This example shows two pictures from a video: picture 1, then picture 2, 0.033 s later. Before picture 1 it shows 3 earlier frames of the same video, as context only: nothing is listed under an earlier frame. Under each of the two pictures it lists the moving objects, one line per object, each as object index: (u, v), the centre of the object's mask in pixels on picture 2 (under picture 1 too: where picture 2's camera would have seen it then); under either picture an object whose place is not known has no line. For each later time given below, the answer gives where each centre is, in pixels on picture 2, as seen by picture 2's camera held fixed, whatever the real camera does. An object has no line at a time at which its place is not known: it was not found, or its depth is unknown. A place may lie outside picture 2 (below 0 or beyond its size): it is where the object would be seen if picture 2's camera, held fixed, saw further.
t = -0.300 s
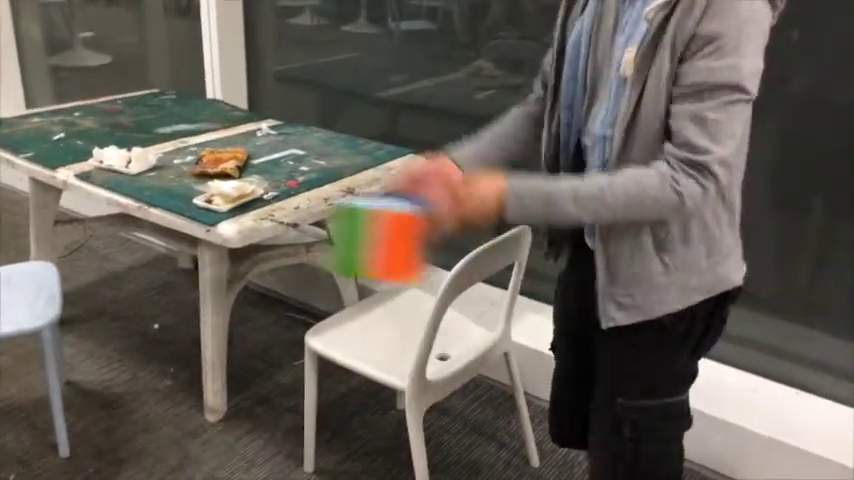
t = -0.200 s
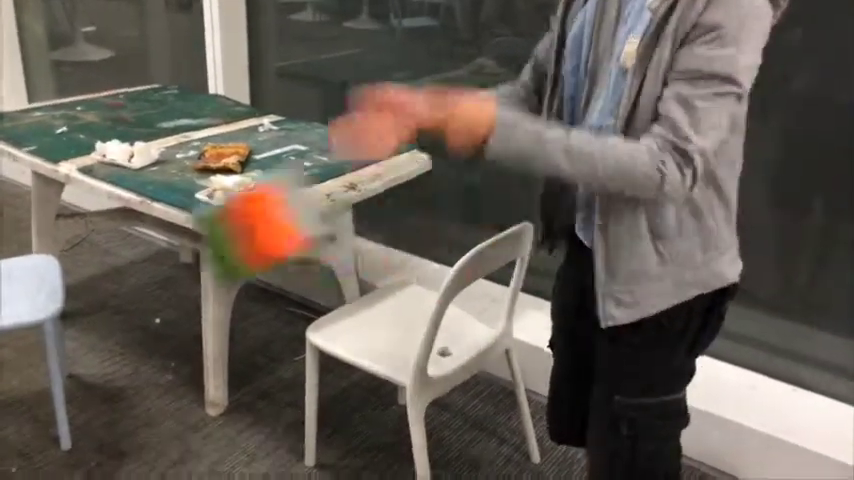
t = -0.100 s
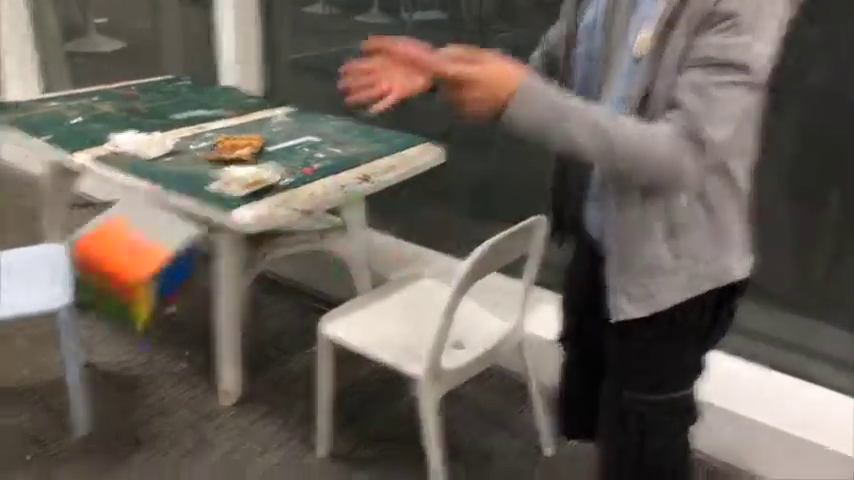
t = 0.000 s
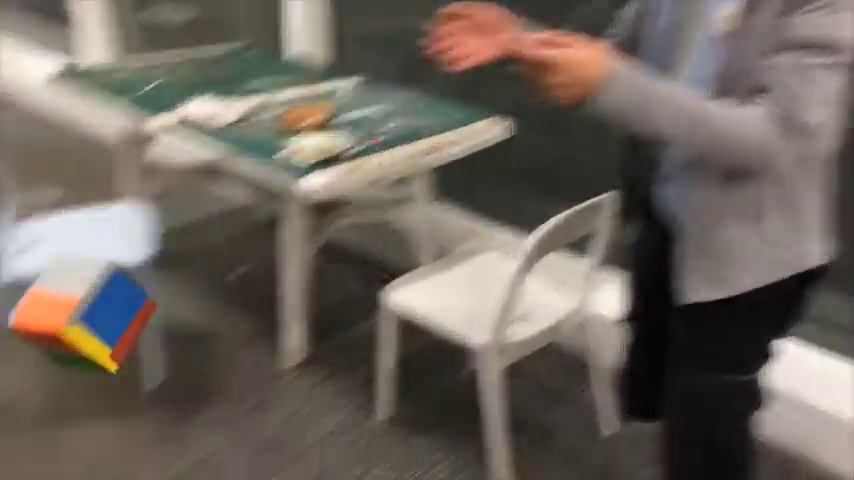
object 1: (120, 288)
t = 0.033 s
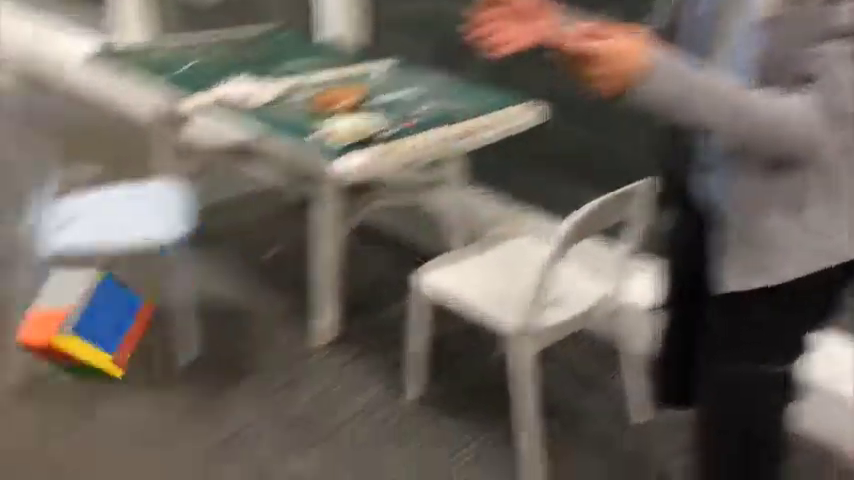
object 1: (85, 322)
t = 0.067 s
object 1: (54, 360)
